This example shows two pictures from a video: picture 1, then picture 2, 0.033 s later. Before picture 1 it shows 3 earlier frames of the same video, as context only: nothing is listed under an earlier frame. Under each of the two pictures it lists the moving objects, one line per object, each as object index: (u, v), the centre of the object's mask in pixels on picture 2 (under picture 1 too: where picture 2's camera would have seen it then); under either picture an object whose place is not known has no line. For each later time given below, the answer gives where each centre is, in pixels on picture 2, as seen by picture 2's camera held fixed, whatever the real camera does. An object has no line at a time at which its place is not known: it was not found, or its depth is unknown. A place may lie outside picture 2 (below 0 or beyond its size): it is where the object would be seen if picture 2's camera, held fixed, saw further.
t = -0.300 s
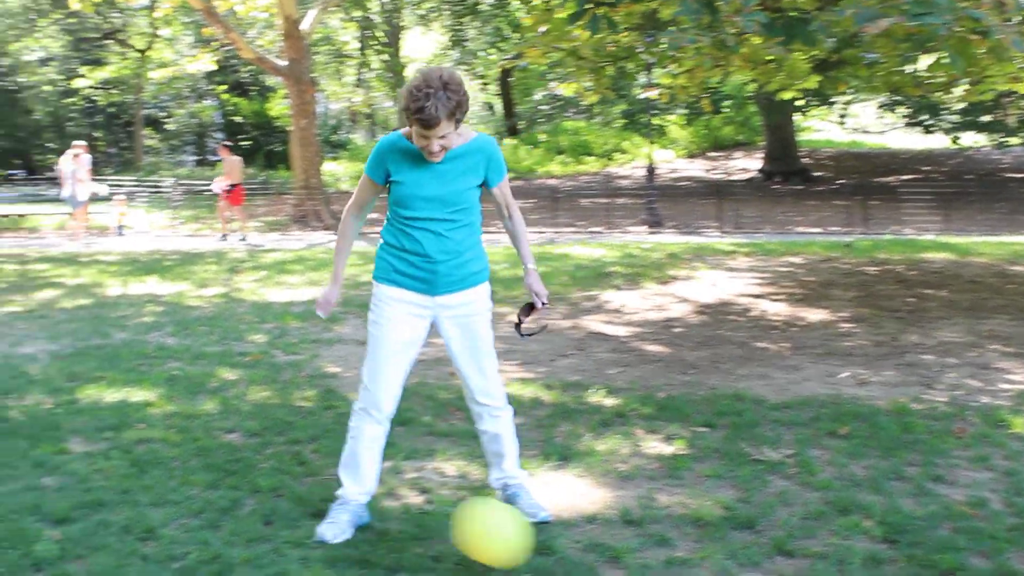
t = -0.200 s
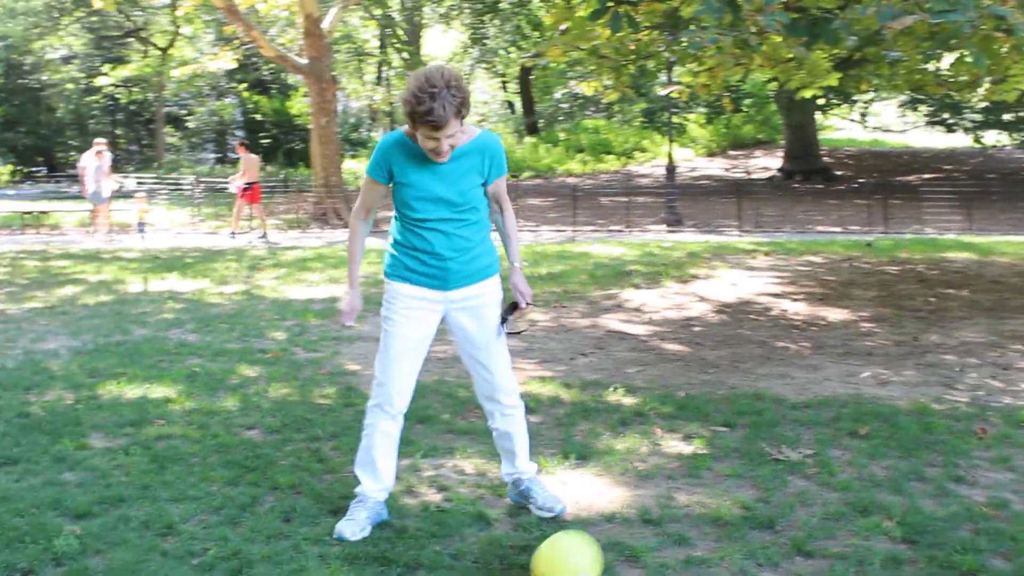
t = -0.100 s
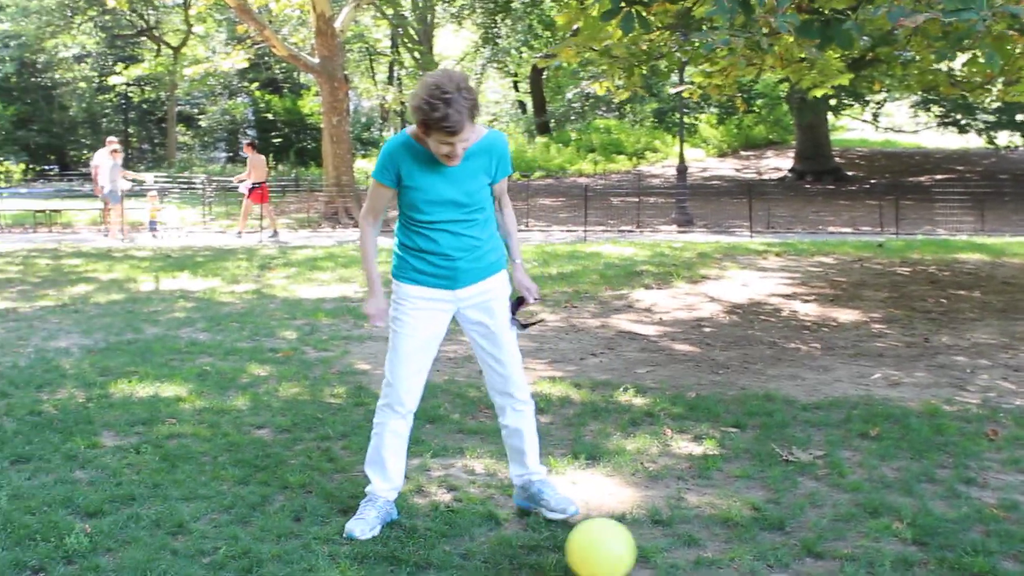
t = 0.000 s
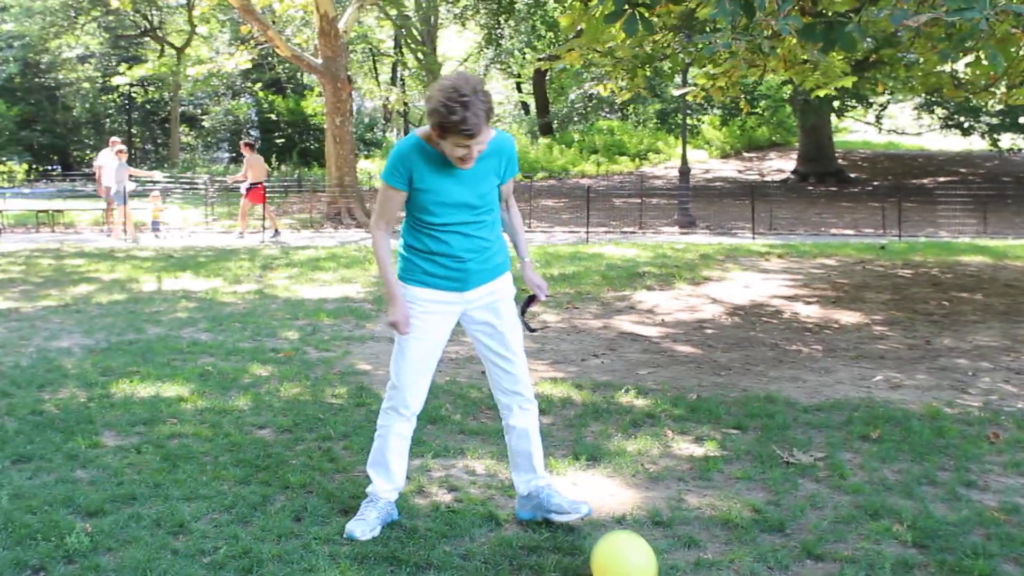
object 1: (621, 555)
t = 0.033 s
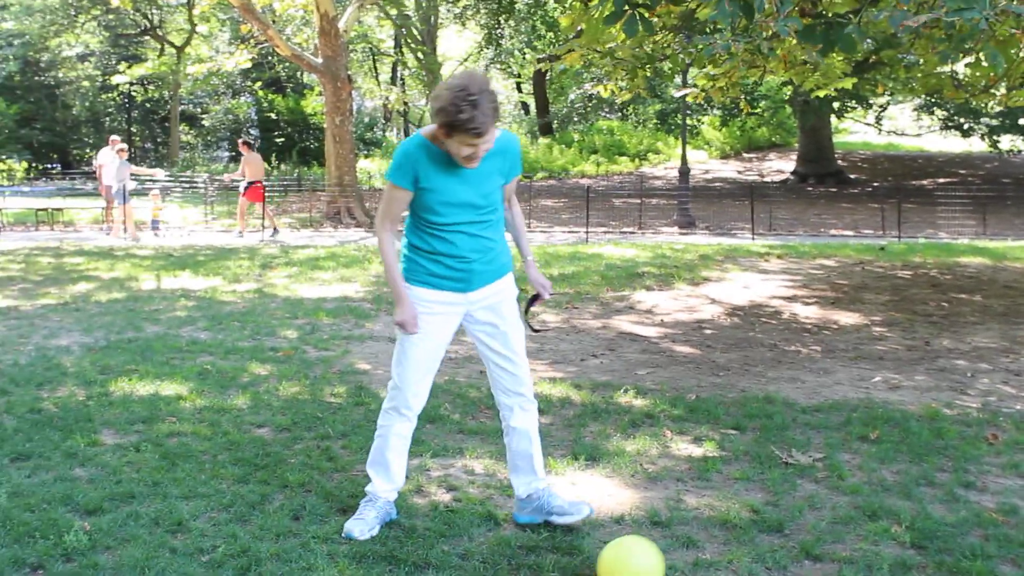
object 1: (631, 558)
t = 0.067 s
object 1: (639, 556)
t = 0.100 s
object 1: (647, 557)
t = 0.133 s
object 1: (655, 560)
